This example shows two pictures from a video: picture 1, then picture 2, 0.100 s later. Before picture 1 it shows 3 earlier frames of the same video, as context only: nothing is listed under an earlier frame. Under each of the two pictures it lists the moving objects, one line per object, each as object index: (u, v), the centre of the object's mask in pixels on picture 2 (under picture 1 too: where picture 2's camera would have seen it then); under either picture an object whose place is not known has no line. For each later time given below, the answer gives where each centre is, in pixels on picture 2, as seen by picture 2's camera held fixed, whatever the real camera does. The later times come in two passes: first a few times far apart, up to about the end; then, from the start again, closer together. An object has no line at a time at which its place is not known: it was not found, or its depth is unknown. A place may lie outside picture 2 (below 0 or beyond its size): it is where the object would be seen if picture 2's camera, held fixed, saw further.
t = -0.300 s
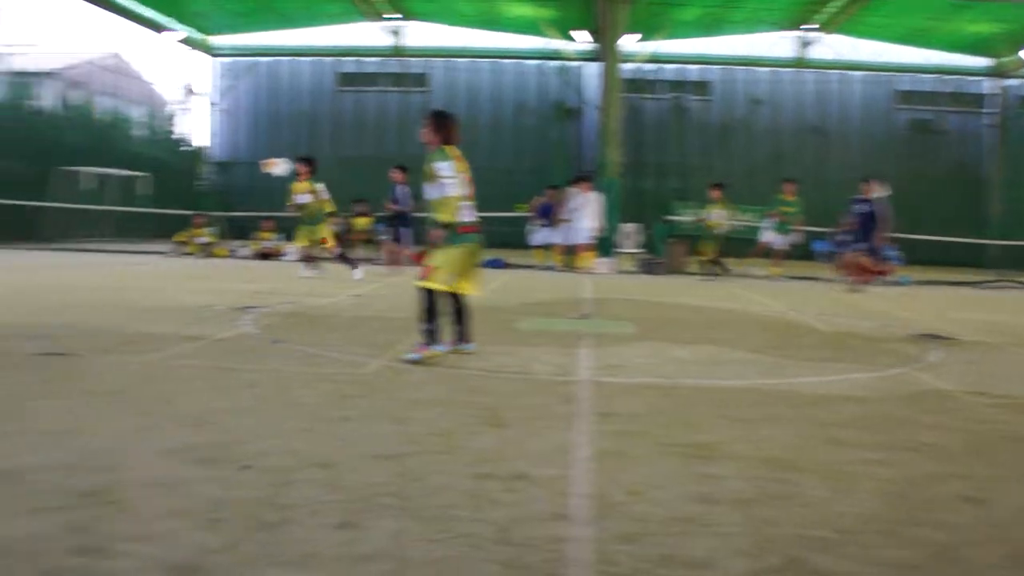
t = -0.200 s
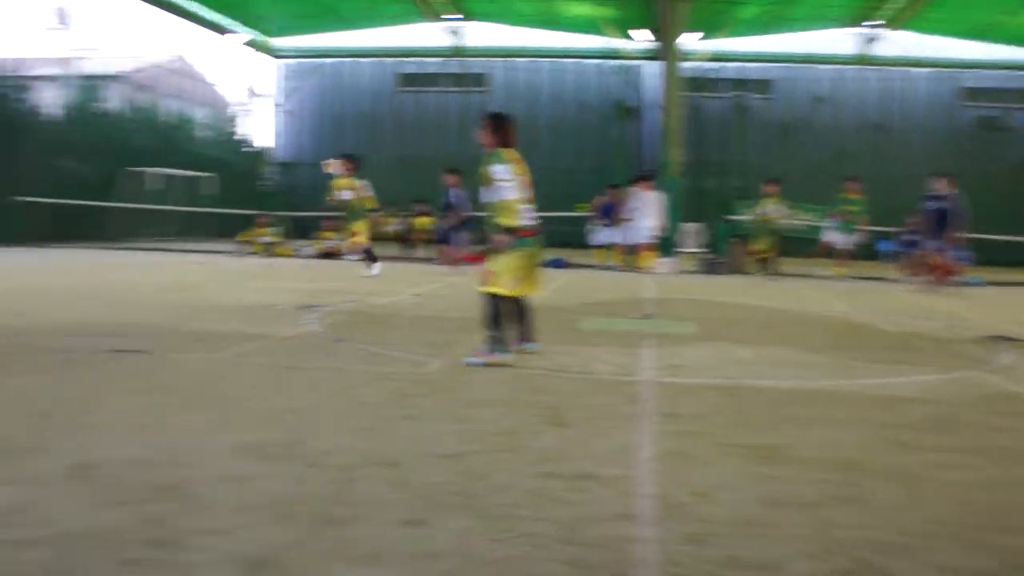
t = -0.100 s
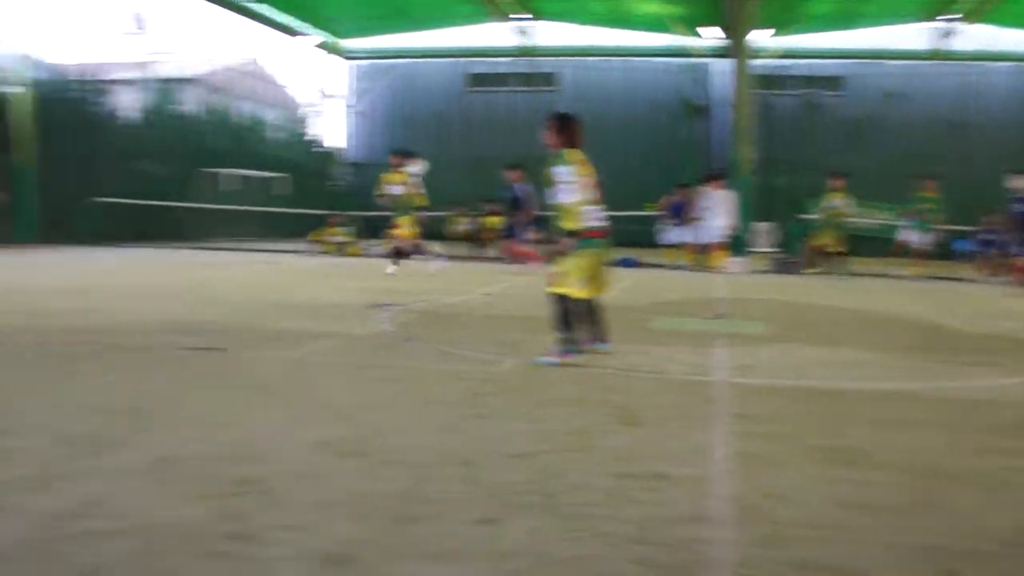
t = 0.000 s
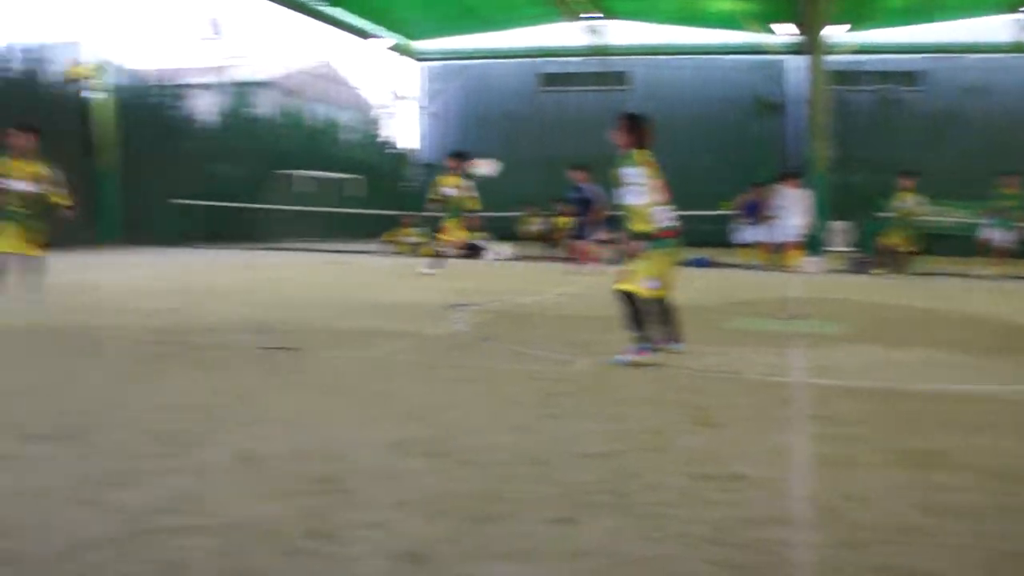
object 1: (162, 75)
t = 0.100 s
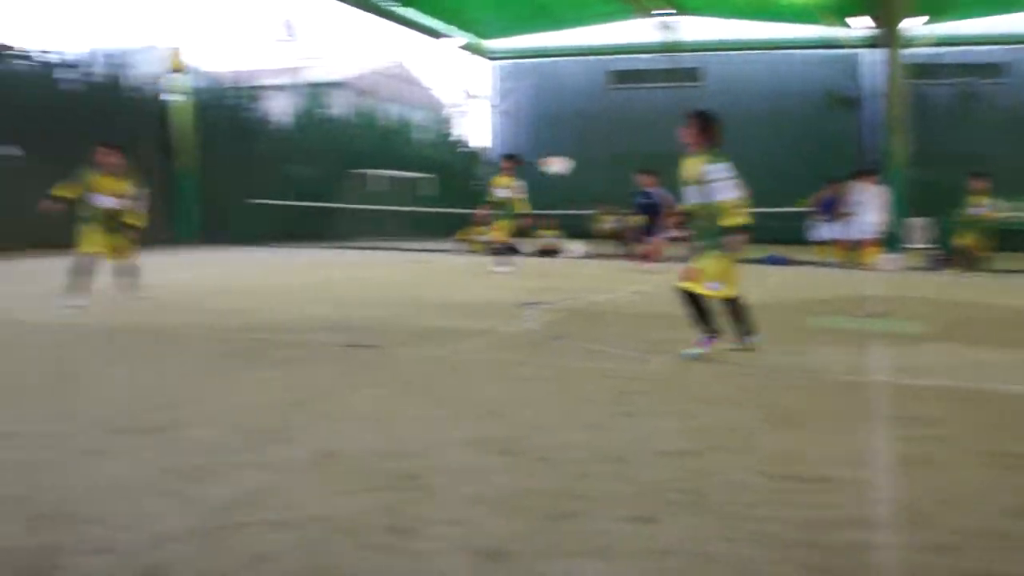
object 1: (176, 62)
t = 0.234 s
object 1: (197, 63)
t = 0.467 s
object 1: (275, 151)
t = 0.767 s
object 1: (383, 380)
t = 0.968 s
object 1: (436, 292)
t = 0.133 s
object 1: (177, 61)
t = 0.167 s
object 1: (191, 62)
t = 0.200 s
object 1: (194, 60)
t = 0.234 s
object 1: (197, 63)
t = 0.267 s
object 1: (216, 71)
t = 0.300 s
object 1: (225, 77)
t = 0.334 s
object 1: (233, 85)
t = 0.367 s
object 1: (244, 96)
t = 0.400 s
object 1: (250, 109)
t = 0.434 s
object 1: (263, 127)
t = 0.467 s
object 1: (275, 151)
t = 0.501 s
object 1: (286, 176)
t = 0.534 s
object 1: (301, 208)
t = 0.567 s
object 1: (308, 242)
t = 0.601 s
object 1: (328, 289)
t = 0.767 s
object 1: (383, 380)
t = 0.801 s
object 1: (391, 359)
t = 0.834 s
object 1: (399, 338)
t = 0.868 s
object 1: (409, 323)
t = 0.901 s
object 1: (416, 310)
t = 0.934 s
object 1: (426, 301)
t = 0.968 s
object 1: (436, 292)
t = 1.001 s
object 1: (446, 286)
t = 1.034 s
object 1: (460, 284)
